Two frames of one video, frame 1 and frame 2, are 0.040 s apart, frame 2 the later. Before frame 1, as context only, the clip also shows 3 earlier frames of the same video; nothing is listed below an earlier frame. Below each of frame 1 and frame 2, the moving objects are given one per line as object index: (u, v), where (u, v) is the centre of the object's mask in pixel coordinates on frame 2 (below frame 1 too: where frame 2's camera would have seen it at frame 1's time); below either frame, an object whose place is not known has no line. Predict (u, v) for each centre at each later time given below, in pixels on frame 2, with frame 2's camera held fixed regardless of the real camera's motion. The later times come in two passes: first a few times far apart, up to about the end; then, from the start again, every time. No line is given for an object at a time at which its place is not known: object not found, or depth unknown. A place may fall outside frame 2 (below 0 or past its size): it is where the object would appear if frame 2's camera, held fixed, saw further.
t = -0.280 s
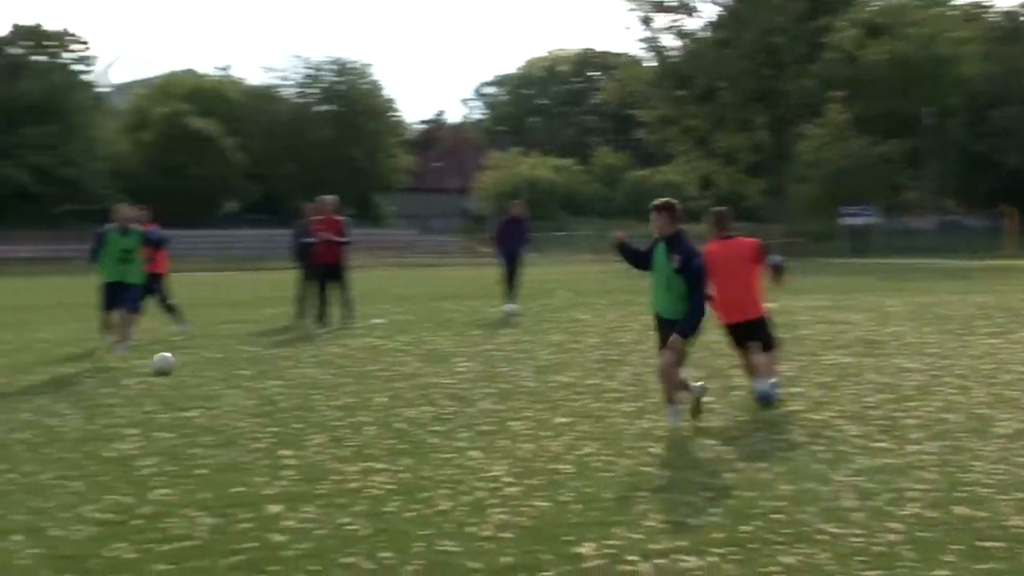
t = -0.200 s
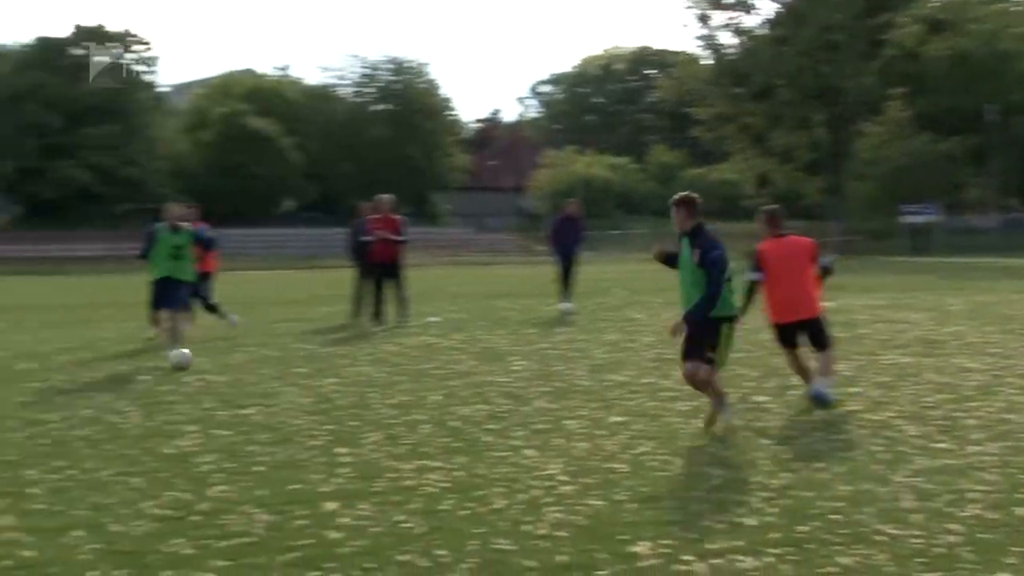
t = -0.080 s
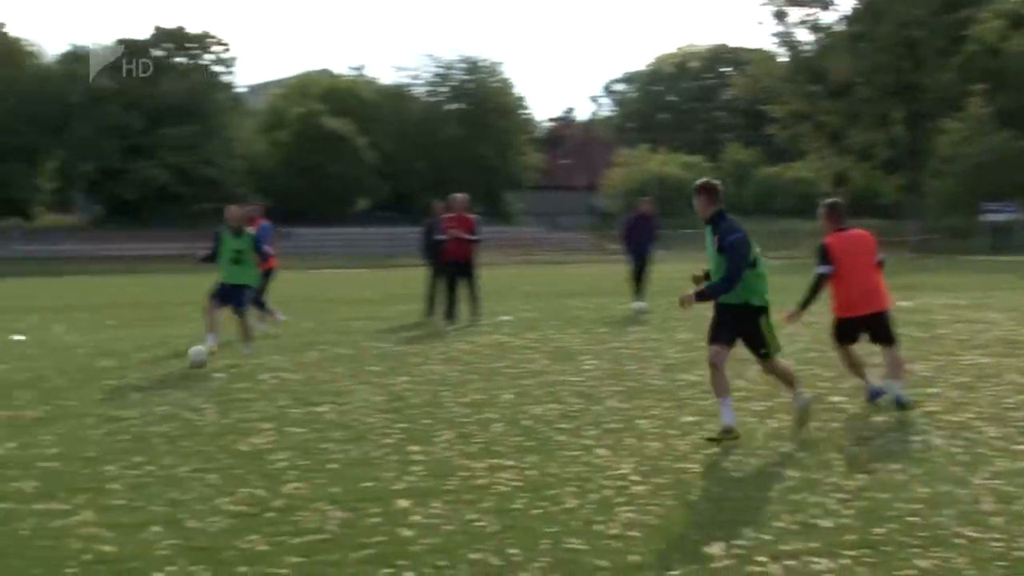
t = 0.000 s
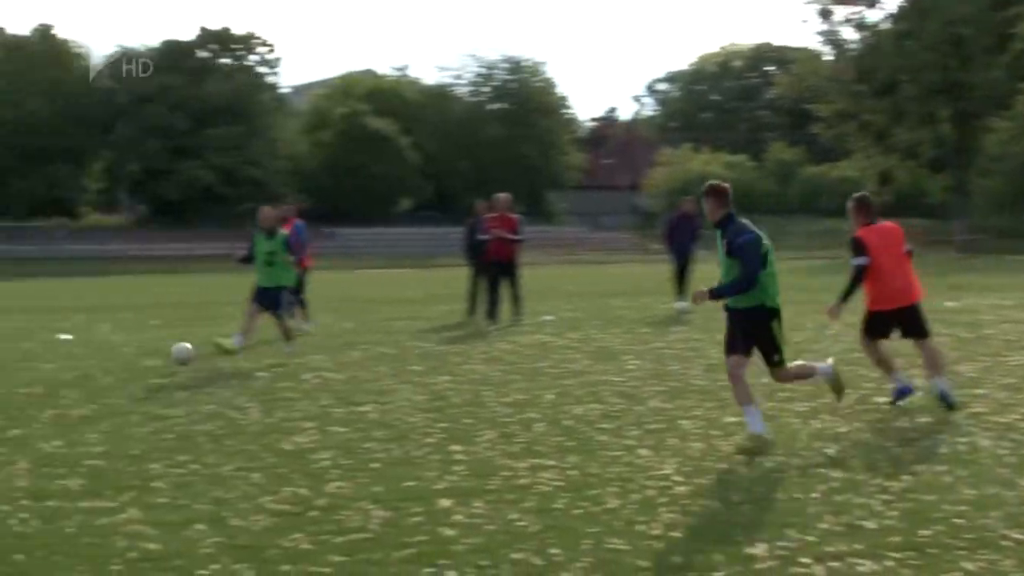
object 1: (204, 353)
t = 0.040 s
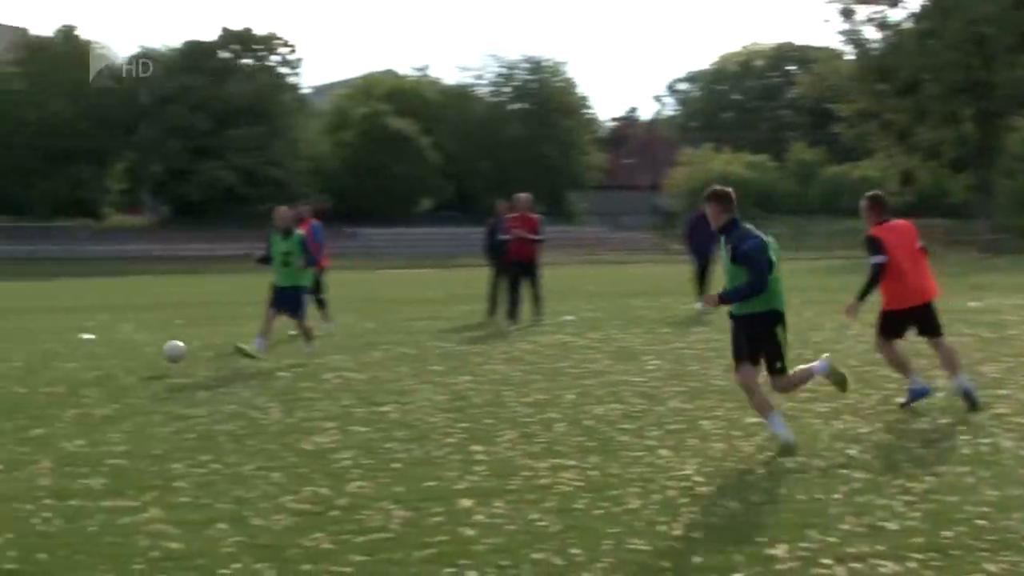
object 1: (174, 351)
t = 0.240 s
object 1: (7, 373)
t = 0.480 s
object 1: (-192, 395)
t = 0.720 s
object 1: (-414, 417)
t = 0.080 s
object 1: (143, 352)
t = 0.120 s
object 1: (110, 354)
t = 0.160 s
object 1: (77, 358)
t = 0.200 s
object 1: (43, 364)
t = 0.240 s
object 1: (7, 373)
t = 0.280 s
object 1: (-29, 382)
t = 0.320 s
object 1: (-60, 382)
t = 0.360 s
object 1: (-92, 382)
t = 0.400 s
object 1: (-125, 384)
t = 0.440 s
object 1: (-158, 388)
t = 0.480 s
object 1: (-192, 395)
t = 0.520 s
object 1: (-226, 399)
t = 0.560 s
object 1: (-261, 401)
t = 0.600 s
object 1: (-298, 403)
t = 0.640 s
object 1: (-335, 407)
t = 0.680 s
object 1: (-374, 413)
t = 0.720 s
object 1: (-414, 417)
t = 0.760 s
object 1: (-456, 422)
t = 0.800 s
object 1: (-500, 428)
